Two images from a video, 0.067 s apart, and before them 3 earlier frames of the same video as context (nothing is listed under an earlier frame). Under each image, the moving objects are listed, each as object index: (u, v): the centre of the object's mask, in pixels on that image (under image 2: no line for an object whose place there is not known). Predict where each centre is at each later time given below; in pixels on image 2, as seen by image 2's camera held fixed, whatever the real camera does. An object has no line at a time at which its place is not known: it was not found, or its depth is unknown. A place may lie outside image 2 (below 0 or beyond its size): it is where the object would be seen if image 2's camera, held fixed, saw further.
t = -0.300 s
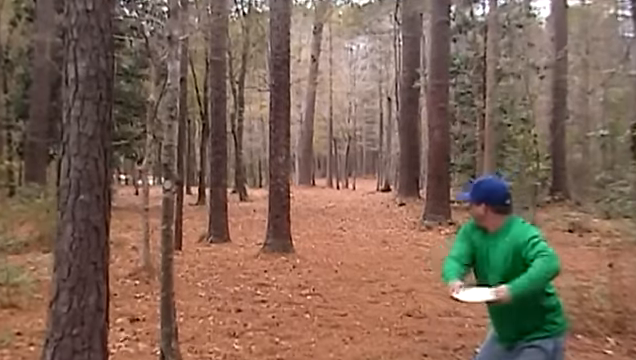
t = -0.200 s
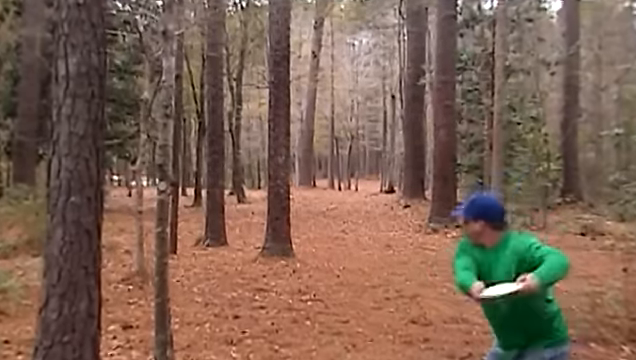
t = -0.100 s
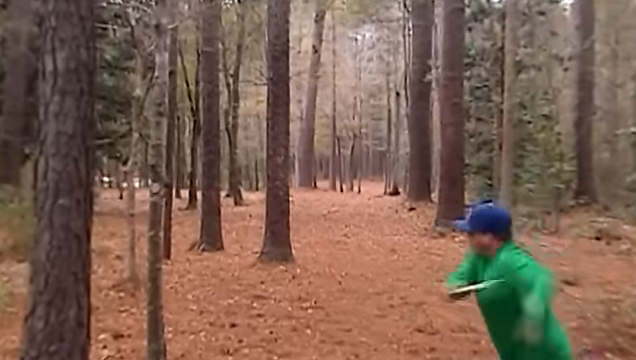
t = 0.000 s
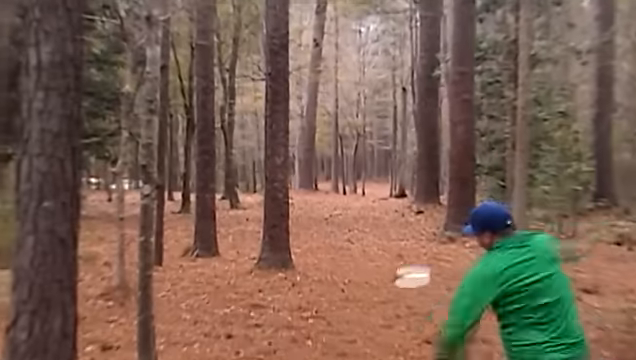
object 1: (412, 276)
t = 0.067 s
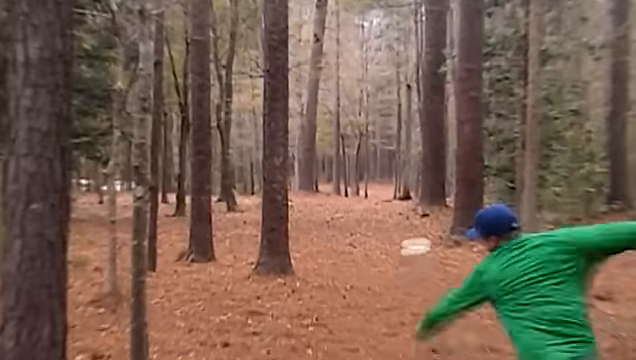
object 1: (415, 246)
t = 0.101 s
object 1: (415, 231)
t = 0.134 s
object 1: (415, 218)
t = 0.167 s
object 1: (418, 208)
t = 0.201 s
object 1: (419, 197)
